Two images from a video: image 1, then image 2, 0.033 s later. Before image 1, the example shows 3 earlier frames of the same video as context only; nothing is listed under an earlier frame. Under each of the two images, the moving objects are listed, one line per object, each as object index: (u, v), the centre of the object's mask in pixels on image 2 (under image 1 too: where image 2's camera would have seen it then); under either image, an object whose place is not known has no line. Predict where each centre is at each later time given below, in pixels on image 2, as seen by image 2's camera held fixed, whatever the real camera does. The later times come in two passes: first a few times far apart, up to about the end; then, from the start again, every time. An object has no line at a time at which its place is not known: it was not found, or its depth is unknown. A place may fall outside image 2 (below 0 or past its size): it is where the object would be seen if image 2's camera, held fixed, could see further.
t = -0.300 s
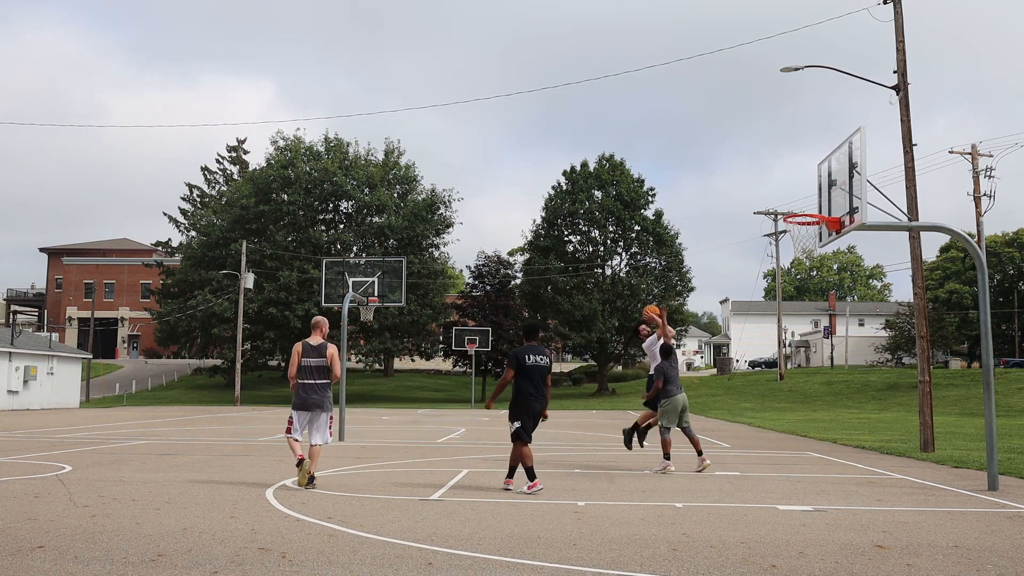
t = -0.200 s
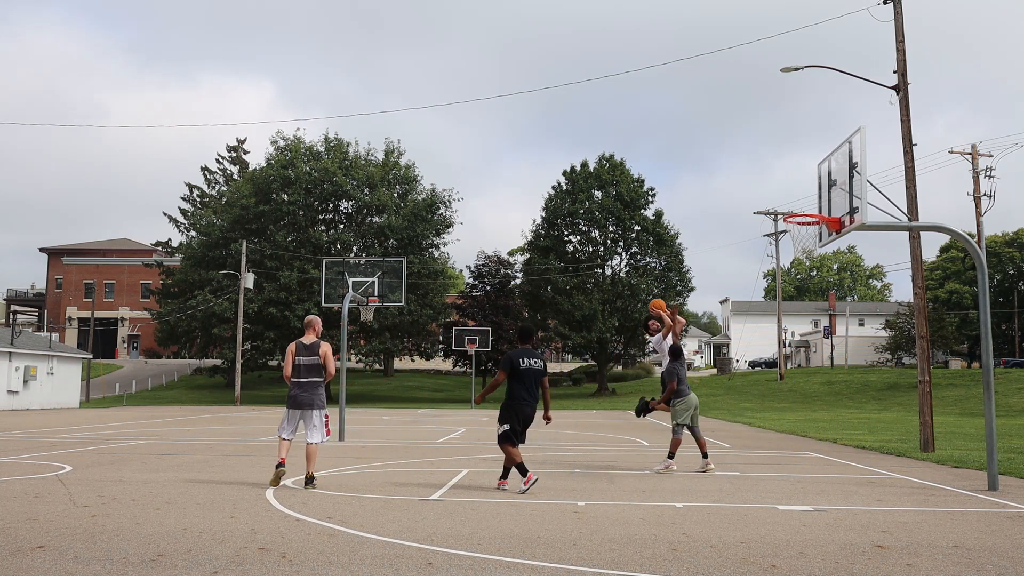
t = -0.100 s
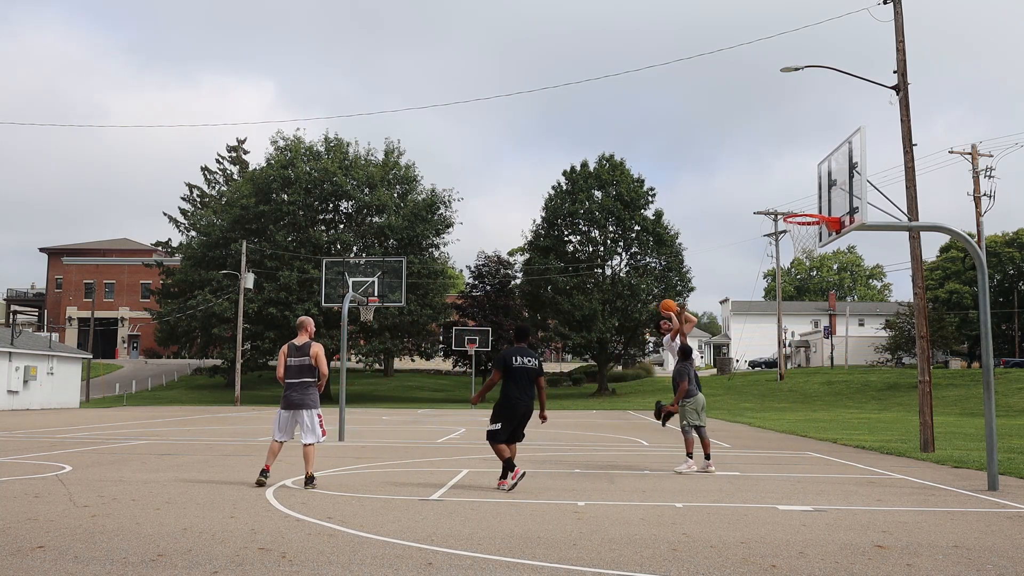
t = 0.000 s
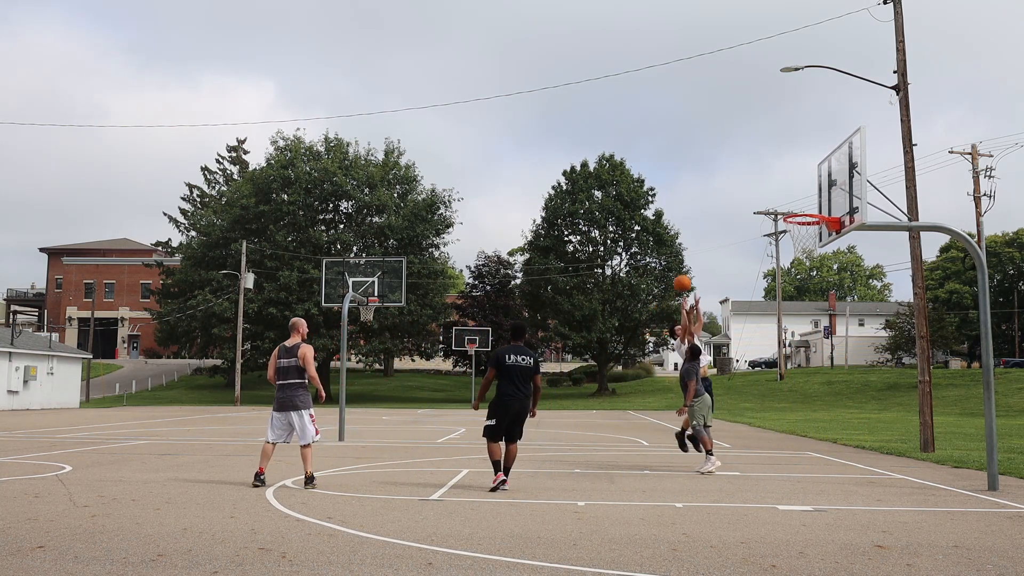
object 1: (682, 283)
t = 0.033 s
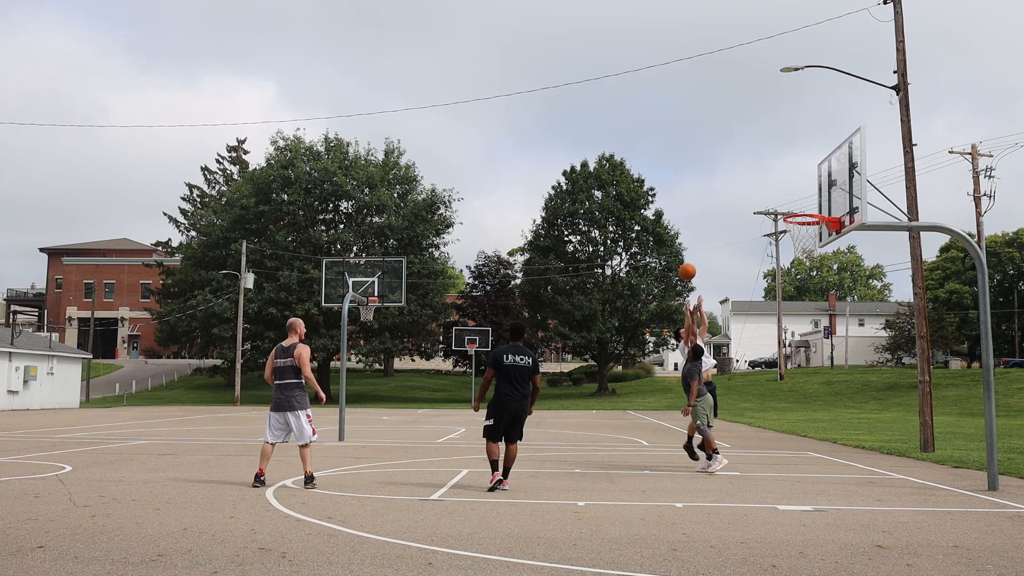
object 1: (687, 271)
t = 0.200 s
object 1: (714, 219)
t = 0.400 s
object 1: (750, 180)
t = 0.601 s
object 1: (789, 168)
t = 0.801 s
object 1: (833, 189)
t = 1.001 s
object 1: (824, 229)
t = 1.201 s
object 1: (817, 308)
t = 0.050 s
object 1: (690, 265)
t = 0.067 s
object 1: (693, 259)
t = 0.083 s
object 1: (695, 254)
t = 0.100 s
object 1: (698, 248)
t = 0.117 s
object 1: (700, 243)
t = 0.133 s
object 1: (703, 238)
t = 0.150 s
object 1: (706, 233)
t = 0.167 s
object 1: (709, 228)
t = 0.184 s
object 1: (711, 224)
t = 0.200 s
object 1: (714, 219)
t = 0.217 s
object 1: (717, 215)
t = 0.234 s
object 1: (720, 211)
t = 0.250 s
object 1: (723, 207)
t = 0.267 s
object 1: (726, 203)
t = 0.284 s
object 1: (728, 200)
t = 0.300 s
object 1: (732, 196)
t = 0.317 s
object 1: (735, 193)
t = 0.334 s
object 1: (737, 190)
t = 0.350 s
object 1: (740, 187)
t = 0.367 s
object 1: (743, 185)
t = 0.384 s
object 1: (746, 182)
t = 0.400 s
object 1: (750, 180)
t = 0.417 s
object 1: (753, 178)
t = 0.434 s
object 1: (756, 176)
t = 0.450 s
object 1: (759, 174)
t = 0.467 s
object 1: (762, 173)
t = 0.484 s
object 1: (765, 172)
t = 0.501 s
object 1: (769, 171)
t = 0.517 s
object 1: (772, 170)
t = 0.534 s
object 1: (775, 169)
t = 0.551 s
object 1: (779, 169)
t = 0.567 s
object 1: (782, 168)
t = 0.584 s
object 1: (785, 168)
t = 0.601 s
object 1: (789, 168)
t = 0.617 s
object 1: (792, 169)
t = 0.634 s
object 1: (796, 169)
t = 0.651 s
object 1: (799, 170)
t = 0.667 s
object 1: (803, 171)
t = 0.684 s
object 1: (807, 173)
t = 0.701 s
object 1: (810, 174)
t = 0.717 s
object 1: (814, 176)
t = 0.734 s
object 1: (818, 178)
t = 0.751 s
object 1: (821, 181)
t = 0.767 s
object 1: (825, 183)
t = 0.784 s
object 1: (829, 186)
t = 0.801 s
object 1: (833, 189)
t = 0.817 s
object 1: (832, 190)
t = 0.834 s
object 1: (831, 193)
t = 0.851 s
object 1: (831, 195)
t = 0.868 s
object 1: (830, 198)
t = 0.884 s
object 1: (829, 201)
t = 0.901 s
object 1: (829, 204)
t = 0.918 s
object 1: (828, 208)
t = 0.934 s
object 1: (827, 211)
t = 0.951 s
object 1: (827, 216)
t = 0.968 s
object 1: (826, 220)
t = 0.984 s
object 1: (825, 224)
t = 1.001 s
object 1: (824, 229)
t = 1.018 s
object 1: (824, 234)
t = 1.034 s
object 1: (823, 240)
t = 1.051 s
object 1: (822, 245)
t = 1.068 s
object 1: (822, 251)
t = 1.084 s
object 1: (821, 257)
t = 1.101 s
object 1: (821, 264)
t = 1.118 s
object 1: (820, 270)
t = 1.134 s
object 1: (820, 278)
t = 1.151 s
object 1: (819, 285)
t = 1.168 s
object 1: (818, 292)
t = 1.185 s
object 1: (818, 300)
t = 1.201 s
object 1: (817, 308)
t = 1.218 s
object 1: (816, 317)
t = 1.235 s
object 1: (816, 326)
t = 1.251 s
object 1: (815, 335)
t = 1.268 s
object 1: (815, 345)
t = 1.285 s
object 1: (814, 354)
